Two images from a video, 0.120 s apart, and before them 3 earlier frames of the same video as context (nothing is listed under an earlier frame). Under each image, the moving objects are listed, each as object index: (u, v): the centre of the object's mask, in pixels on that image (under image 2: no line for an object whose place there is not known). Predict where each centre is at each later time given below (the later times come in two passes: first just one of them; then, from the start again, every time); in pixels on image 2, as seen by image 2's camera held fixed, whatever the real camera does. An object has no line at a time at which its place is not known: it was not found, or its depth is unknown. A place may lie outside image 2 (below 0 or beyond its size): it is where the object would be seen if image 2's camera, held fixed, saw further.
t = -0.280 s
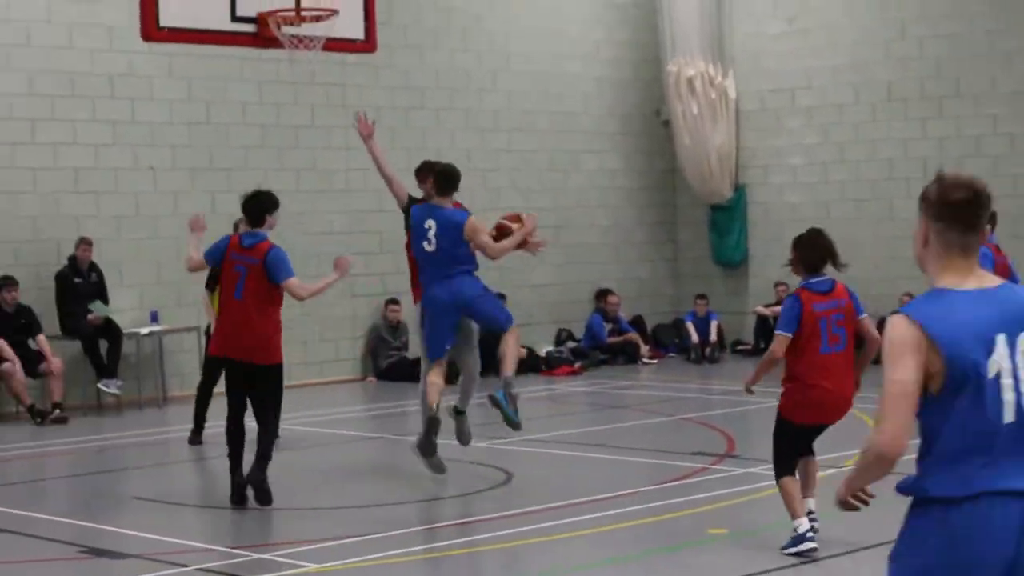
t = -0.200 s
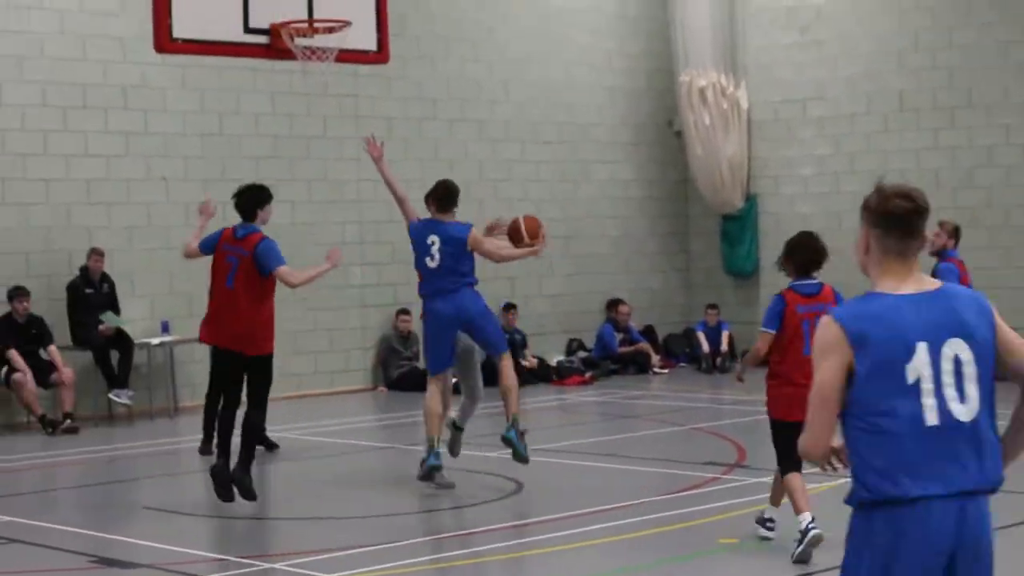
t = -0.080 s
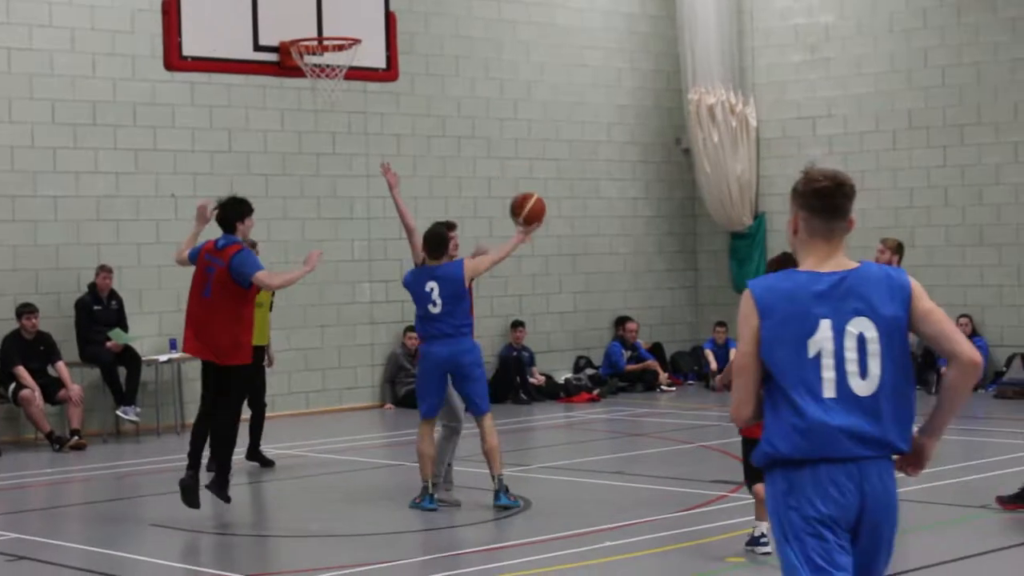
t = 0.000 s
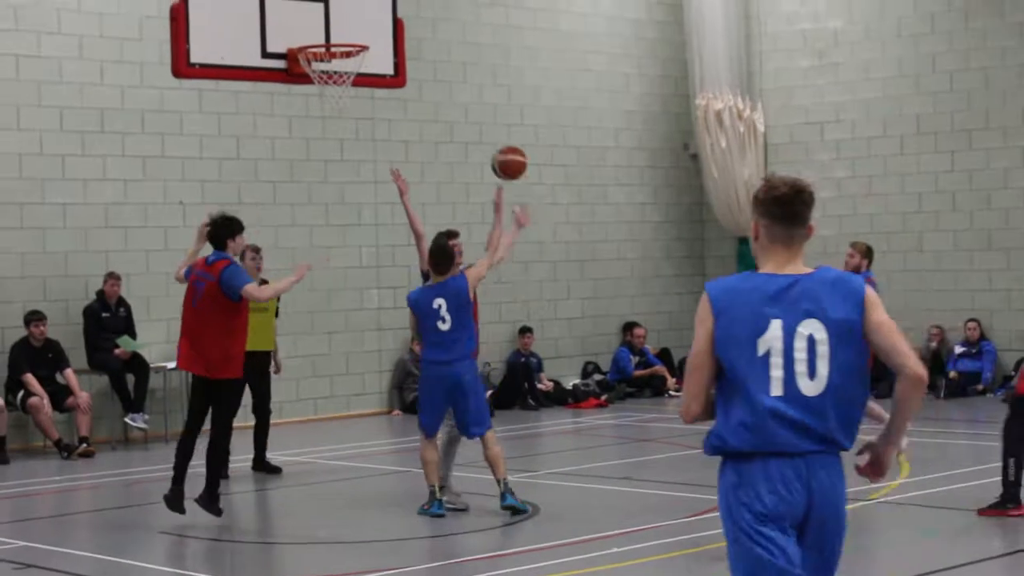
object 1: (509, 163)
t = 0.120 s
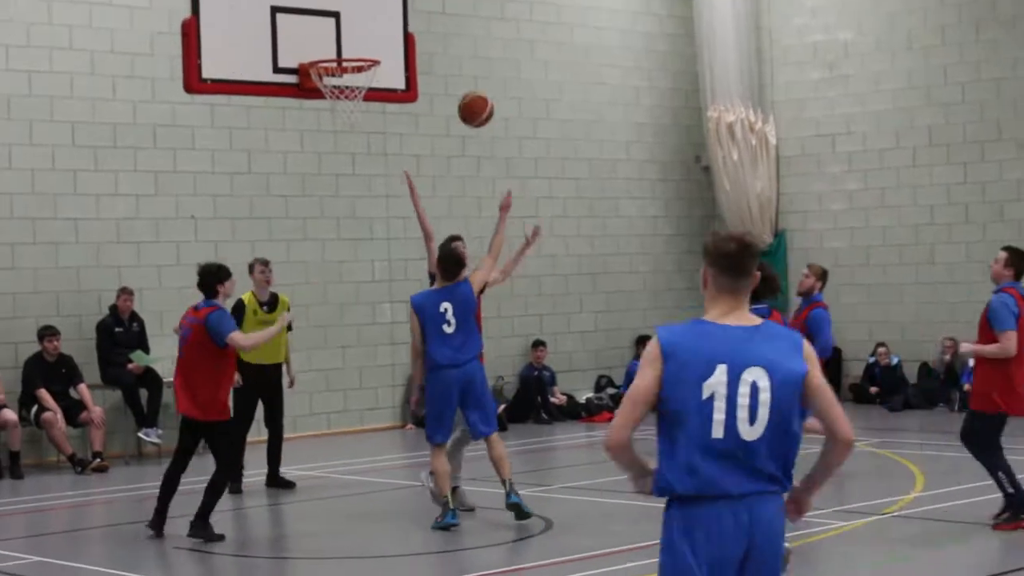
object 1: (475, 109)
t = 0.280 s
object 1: (416, 51)
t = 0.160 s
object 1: (460, 91)
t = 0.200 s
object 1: (445, 76)
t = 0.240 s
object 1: (431, 62)
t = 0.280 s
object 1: (416, 51)
